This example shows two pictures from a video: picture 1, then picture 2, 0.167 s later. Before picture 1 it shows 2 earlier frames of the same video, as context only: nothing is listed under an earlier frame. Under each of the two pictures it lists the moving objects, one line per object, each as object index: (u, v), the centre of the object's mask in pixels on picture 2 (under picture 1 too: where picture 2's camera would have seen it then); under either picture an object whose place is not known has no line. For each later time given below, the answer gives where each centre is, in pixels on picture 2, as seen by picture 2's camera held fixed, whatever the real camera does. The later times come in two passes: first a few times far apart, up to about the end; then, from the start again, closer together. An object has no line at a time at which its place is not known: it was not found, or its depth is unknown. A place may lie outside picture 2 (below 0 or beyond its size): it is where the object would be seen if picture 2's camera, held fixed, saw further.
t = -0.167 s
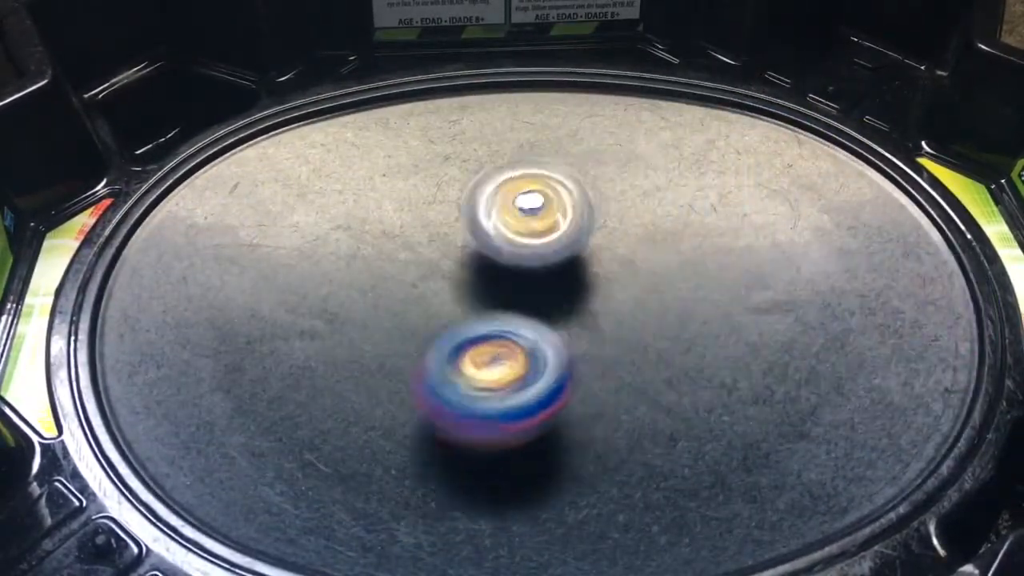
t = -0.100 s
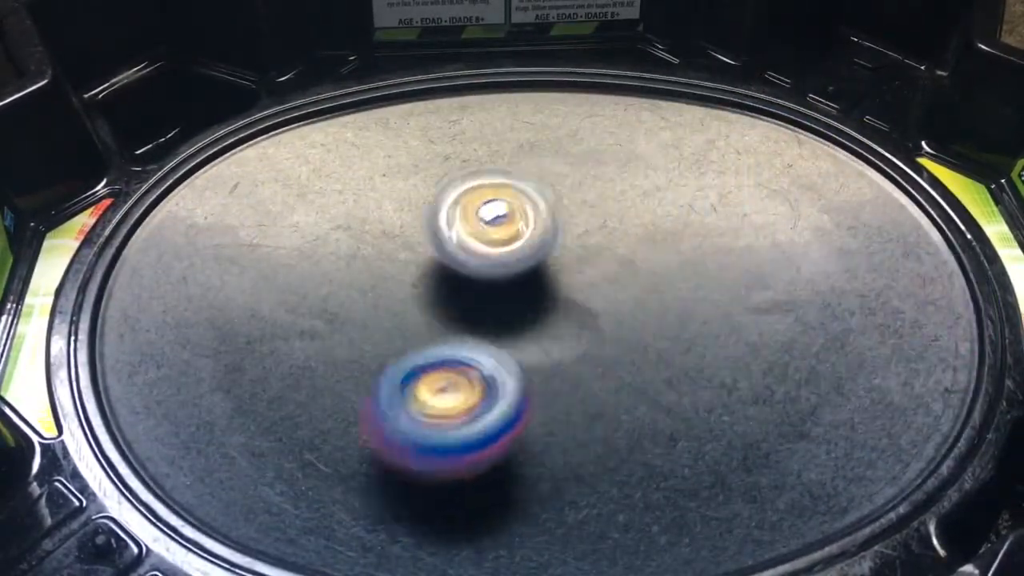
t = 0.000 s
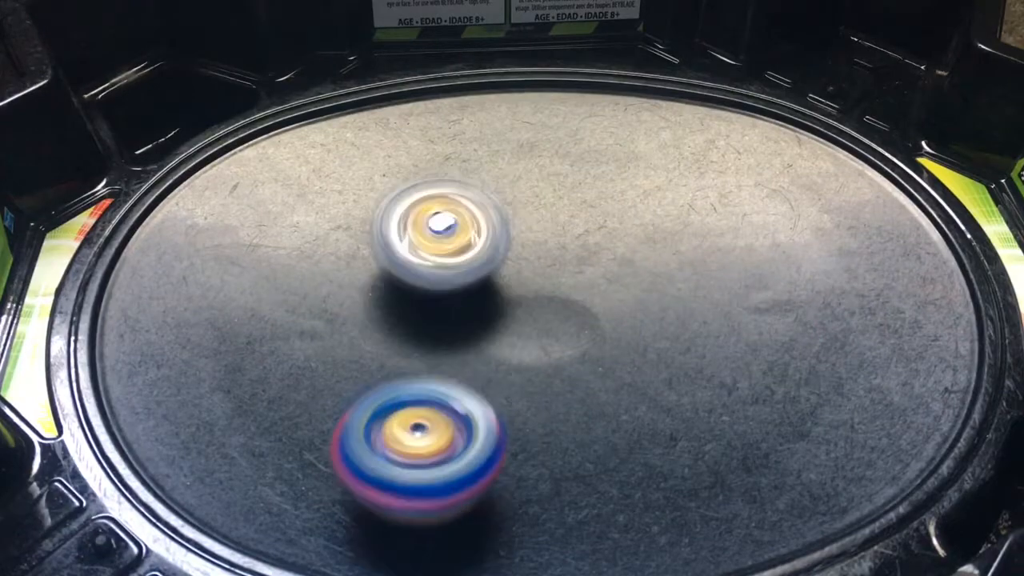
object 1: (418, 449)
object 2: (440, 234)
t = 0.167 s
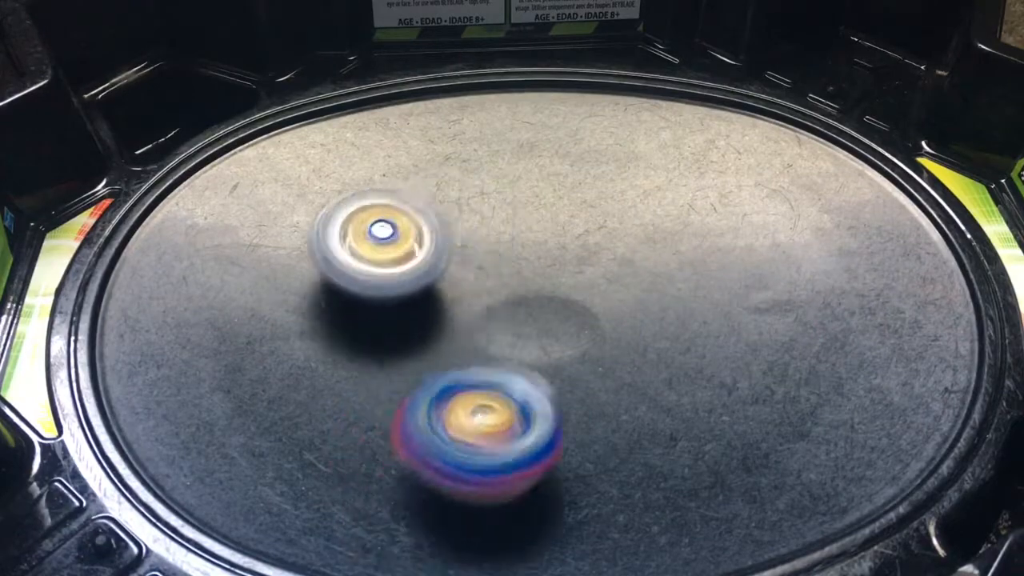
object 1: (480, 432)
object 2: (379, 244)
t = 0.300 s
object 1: (498, 341)
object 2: (376, 251)
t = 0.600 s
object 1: (512, 226)
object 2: (348, 182)
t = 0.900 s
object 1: (706, 256)
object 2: (342, 159)
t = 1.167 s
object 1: (759, 182)
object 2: (433, 288)
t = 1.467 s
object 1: (591, 319)
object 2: (511, 428)
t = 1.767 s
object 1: (659, 308)
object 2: (439, 451)
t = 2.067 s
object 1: (582, 203)
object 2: (444, 325)
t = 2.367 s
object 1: (564, 147)
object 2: (366, 328)
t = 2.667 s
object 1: (627, 177)
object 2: (324, 403)
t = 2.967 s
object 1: (756, 288)
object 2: (466, 360)
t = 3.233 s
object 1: (767, 301)
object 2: (595, 274)
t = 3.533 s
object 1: (655, 331)
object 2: (547, 185)
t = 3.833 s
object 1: (483, 357)
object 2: (435, 213)
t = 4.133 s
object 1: (517, 457)
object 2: (377, 207)
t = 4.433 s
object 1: (618, 327)
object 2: (459, 280)
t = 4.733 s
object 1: (698, 193)
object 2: (536, 351)
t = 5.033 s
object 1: (723, 146)
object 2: (632, 362)
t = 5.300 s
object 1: (652, 203)
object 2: (646, 340)
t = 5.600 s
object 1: (552, 208)
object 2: (536, 363)
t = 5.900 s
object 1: (470, 218)
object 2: (465, 338)
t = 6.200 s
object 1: (511, 218)
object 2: (492, 333)
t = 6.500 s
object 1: (609, 174)
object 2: (566, 366)
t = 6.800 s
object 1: (678, 213)
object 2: (633, 321)
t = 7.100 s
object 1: (732, 199)
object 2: (515, 361)
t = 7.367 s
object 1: (595, 305)
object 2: (445, 316)
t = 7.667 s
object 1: (595, 342)
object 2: (334, 264)
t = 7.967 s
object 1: (569, 310)
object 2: (416, 292)
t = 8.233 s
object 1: (575, 310)
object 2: (440, 297)
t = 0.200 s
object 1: (493, 413)
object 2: (375, 244)
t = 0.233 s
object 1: (500, 390)
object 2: (372, 246)
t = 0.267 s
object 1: (502, 365)
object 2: (373, 249)
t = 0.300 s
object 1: (498, 341)
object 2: (376, 251)
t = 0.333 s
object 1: (500, 321)
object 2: (372, 251)
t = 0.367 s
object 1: (507, 304)
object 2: (367, 245)
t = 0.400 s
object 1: (507, 291)
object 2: (362, 238)
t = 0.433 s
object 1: (505, 276)
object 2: (360, 230)
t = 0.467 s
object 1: (513, 264)
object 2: (351, 220)
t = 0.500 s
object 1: (520, 252)
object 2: (342, 207)
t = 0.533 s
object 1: (521, 241)
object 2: (339, 198)
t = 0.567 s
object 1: (518, 232)
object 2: (341, 188)
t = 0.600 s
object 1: (512, 226)
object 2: (348, 182)
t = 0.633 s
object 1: (504, 222)
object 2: (360, 178)
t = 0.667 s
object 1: (502, 222)
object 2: (366, 179)
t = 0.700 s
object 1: (527, 231)
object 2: (357, 169)
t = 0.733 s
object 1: (553, 241)
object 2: (346, 162)
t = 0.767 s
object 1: (581, 250)
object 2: (340, 157)
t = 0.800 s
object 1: (612, 257)
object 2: (336, 153)
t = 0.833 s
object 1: (644, 261)
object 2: (335, 153)
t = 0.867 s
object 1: (676, 261)
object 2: (336, 154)
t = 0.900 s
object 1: (706, 256)
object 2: (342, 159)
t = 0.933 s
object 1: (734, 250)
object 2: (354, 170)
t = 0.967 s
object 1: (756, 240)
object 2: (364, 182)
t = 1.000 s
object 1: (775, 228)
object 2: (374, 192)
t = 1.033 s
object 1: (787, 215)
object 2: (388, 209)
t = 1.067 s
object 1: (791, 203)
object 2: (397, 227)
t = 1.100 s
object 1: (787, 192)
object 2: (407, 247)
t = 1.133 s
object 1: (777, 185)
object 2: (421, 267)
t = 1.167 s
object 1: (759, 182)
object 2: (433, 288)
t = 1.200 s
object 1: (740, 182)
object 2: (443, 306)
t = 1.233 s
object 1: (716, 186)
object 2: (453, 322)
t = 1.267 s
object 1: (692, 195)
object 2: (461, 339)
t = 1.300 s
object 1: (666, 209)
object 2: (470, 355)
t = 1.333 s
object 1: (644, 227)
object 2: (482, 372)
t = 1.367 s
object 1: (623, 248)
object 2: (490, 387)
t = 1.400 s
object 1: (607, 272)
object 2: (499, 398)
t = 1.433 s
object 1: (596, 295)
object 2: (507, 415)
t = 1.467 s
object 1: (591, 319)
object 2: (511, 428)
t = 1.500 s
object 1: (597, 333)
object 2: (511, 445)
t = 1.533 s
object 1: (607, 337)
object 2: (507, 464)
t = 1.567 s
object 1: (619, 340)
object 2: (497, 477)
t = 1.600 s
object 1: (633, 338)
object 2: (485, 485)
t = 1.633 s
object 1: (644, 335)
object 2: (473, 493)
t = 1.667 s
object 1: (651, 332)
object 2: (461, 490)
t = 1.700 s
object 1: (656, 325)
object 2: (450, 483)
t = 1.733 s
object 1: (659, 318)
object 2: (441, 471)
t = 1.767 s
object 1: (659, 308)
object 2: (439, 451)
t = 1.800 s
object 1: (655, 298)
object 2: (441, 433)
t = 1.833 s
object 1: (646, 288)
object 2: (444, 412)
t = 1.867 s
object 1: (634, 279)
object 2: (457, 391)
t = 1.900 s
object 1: (618, 271)
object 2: (466, 369)
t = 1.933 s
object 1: (598, 266)
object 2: (476, 349)
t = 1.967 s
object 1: (590, 253)
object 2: (481, 343)
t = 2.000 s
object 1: (592, 233)
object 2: (459, 339)
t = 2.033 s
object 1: (589, 216)
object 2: (451, 336)
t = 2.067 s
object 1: (582, 203)
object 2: (444, 325)
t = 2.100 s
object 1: (572, 192)
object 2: (438, 318)
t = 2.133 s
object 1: (560, 185)
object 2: (434, 312)
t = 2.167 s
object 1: (547, 182)
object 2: (431, 301)
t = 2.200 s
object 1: (531, 182)
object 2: (436, 286)
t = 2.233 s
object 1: (518, 184)
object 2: (435, 280)
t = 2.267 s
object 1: (522, 182)
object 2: (422, 284)
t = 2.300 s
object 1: (540, 166)
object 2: (401, 299)
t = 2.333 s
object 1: (552, 156)
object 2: (381, 315)
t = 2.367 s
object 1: (564, 147)
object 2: (366, 328)
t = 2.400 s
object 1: (575, 141)
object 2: (356, 338)
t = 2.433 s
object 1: (584, 136)
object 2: (346, 348)
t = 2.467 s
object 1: (591, 134)
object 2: (337, 356)
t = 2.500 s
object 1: (597, 135)
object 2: (331, 366)
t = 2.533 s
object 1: (603, 139)
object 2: (324, 373)
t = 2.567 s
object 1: (607, 145)
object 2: (323, 384)
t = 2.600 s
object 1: (612, 153)
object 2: (321, 392)
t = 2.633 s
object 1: (620, 164)
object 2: (322, 399)
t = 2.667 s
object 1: (627, 177)
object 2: (324, 403)
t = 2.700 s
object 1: (636, 191)
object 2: (328, 404)
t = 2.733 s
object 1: (649, 206)
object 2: (337, 404)
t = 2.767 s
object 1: (663, 220)
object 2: (348, 401)
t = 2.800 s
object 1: (677, 234)
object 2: (367, 399)
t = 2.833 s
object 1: (692, 246)
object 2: (384, 392)
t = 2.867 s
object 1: (709, 260)
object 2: (406, 385)
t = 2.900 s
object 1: (725, 270)
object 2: (425, 377)
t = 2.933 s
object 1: (741, 280)
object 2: (447, 368)
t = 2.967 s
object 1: (756, 288)
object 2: (466, 360)
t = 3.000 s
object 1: (768, 294)
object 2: (487, 349)
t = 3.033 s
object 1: (781, 300)
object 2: (506, 339)
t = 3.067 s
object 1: (790, 304)
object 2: (524, 328)
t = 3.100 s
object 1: (795, 304)
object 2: (540, 318)
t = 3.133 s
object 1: (794, 304)
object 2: (556, 307)
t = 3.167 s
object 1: (790, 303)
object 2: (571, 300)
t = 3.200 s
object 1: (781, 301)
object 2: (584, 287)
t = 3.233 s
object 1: (767, 301)
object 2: (595, 274)
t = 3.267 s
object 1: (749, 301)
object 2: (606, 262)
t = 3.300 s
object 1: (742, 305)
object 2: (603, 249)
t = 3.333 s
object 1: (738, 311)
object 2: (595, 233)
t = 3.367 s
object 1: (729, 313)
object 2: (586, 221)
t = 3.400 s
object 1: (717, 316)
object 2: (579, 211)
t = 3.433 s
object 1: (705, 320)
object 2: (572, 204)
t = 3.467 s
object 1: (690, 324)
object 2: (564, 196)
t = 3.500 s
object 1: (673, 329)
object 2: (558, 189)
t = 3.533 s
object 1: (655, 331)
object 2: (547, 185)
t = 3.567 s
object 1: (632, 335)
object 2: (538, 181)
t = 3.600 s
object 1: (614, 338)
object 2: (526, 180)
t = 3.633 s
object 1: (593, 342)
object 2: (514, 179)
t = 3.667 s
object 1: (572, 346)
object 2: (502, 180)
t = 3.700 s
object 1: (555, 348)
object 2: (488, 183)
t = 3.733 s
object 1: (536, 351)
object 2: (474, 188)
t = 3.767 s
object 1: (519, 353)
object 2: (460, 195)
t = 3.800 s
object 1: (501, 354)
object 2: (447, 204)
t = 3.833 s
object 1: (483, 357)
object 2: (435, 213)
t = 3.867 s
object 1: (470, 357)
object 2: (424, 223)
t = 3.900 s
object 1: (456, 358)
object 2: (416, 234)
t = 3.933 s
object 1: (447, 365)
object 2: (410, 238)
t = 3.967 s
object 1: (449, 391)
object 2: (395, 229)
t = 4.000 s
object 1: (454, 411)
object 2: (390, 216)
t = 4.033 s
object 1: (464, 429)
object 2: (385, 210)
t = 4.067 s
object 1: (474, 441)
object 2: (379, 208)
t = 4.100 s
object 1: (495, 453)
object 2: (377, 207)
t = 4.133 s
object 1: (517, 457)
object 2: (377, 207)
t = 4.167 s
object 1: (543, 458)
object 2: (379, 207)
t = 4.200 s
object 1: (563, 449)
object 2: (384, 210)
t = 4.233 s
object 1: (583, 436)
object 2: (391, 216)
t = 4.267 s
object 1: (598, 420)
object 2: (401, 224)
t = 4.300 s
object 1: (607, 401)
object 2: (411, 236)
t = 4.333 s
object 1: (613, 383)
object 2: (424, 248)
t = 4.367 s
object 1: (617, 364)
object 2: (436, 258)
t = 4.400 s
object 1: (617, 346)
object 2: (446, 271)
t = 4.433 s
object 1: (618, 327)
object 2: (459, 280)
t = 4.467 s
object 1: (618, 309)
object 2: (468, 290)
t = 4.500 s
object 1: (623, 292)
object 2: (475, 300)
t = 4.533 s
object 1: (636, 275)
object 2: (474, 305)
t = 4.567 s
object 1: (649, 257)
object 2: (479, 314)
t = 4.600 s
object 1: (659, 244)
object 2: (488, 324)
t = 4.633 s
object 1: (668, 231)
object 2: (502, 331)
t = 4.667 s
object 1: (678, 218)
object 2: (513, 339)
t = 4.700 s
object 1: (686, 205)
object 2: (525, 347)
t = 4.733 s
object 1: (698, 193)
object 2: (536, 351)
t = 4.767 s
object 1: (706, 183)
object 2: (551, 356)
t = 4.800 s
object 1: (718, 173)
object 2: (561, 362)
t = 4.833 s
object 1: (724, 163)
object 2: (576, 365)
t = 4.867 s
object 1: (732, 153)
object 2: (589, 368)
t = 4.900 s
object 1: (735, 146)
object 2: (595, 370)
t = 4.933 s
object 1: (735, 141)
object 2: (604, 370)
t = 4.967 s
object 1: (732, 140)
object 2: (614, 367)
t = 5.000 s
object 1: (730, 141)
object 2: (623, 365)
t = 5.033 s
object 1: (723, 146)
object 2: (632, 362)
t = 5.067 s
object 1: (715, 152)
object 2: (636, 358)
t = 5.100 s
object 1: (703, 162)
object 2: (644, 350)
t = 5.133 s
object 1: (692, 174)
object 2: (648, 341)
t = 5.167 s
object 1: (682, 187)
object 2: (652, 335)
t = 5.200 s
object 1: (671, 201)
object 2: (657, 328)
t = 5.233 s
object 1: (664, 209)
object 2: (658, 328)
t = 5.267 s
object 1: (661, 204)
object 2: (653, 336)
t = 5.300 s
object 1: (652, 203)
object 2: (646, 340)
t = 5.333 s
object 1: (641, 205)
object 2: (637, 343)
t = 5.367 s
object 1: (628, 208)
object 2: (627, 347)
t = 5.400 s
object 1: (616, 215)
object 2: (618, 350)
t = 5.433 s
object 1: (602, 222)
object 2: (603, 349)
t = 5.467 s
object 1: (593, 230)
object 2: (588, 346)
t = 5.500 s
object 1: (584, 227)
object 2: (579, 349)
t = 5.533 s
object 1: (575, 222)
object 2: (568, 356)
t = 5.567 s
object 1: (565, 215)
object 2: (551, 362)
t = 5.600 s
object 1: (552, 208)
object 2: (536, 363)
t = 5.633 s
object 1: (537, 204)
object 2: (525, 359)
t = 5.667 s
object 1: (524, 202)
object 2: (514, 355)
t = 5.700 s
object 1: (510, 204)
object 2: (503, 351)
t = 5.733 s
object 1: (494, 209)
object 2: (489, 343)
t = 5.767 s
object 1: (484, 213)
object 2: (481, 335)
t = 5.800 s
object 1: (479, 217)
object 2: (480, 334)
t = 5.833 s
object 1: (474, 218)
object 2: (473, 338)
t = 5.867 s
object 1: (472, 218)
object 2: (469, 339)
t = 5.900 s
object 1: (470, 218)
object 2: (465, 338)
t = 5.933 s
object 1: (471, 221)
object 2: (464, 337)
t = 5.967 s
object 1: (473, 222)
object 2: (463, 341)
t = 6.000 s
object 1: (477, 220)
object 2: (460, 342)
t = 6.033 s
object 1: (479, 218)
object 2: (467, 340)
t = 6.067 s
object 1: (484, 217)
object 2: (473, 340)
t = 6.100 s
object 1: (488, 217)
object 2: (473, 342)
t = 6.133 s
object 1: (495, 216)
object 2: (477, 339)
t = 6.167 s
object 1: (500, 216)
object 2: (489, 334)
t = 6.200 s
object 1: (511, 218)
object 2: (492, 333)
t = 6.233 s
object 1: (521, 219)
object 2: (500, 333)
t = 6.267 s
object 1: (532, 216)
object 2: (512, 329)
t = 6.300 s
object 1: (548, 208)
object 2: (522, 346)
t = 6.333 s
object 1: (557, 198)
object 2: (524, 350)
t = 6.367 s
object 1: (566, 193)
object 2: (533, 354)
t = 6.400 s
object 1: (574, 187)
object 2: (541, 361)
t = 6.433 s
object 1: (585, 181)
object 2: (548, 360)
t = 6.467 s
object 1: (598, 177)
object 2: (559, 364)
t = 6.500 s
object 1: (609, 174)
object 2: (566, 366)
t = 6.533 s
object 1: (620, 172)
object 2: (575, 365)
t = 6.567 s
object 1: (632, 174)
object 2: (589, 363)
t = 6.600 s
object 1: (638, 173)
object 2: (594, 361)
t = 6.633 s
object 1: (647, 178)
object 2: (602, 355)
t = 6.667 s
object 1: (652, 182)
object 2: (615, 349)
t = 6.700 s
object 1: (658, 188)
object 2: (617, 344)
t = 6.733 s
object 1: (666, 199)
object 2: (627, 334)
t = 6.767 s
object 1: (671, 207)
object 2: (633, 327)
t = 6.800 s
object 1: (678, 213)
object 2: (633, 321)
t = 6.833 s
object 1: (695, 209)
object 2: (623, 330)
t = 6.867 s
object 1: (715, 195)
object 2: (604, 351)
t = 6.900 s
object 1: (728, 185)
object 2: (585, 356)
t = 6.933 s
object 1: (736, 182)
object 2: (567, 366)
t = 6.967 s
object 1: (742, 181)
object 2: (552, 368)
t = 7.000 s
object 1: (744, 182)
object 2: (546, 367)
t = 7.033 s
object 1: (743, 186)
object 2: (533, 364)
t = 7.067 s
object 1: (738, 192)
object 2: (524, 364)
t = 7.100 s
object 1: (732, 199)
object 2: (515, 361)
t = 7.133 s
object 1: (725, 207)
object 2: (497, 359)
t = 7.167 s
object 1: (715, 218)
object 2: (485, 358)
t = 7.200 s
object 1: (700, 230)
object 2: (475, 354)
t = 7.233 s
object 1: (685, 244)
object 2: (467, 348)
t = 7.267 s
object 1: (663, 260)
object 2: (457, 341)
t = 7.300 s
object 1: (643, 274)
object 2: (452, 332)
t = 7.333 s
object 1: (618, 289)
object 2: (448, 326)
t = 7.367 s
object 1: (595, 305)
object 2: (445, 316)
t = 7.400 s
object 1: (582, 314)
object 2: (432, 311)
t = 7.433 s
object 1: (571, 323)
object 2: (423, 305)
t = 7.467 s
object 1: (559, 332)
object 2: (415, 298)
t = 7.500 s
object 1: (552, 339)
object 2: (408, 294)
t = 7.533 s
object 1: (563, 343)
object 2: (381, 291)
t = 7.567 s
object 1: (573, 347)
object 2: (363, 281)
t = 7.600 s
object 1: (581, 347)
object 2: (352, 271)
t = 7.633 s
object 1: (590, 346)
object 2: (342, 265)
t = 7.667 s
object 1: (595, 342)
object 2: (334, 264)
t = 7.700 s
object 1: (597, 339)
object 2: (327, 267)
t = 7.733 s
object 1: (597, 334)
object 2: (325, 267)
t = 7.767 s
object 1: (594, 329)
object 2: (334, 272)
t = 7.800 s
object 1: (593, 327)
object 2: (346, 271)
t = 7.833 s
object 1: (590, 323)
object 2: (355, 271)
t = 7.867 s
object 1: (585, 318)
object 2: (370, 273)
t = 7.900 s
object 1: (581, 316)
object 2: (381, 275)
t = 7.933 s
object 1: (576, 313)
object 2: (398, 285)
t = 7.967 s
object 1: (569, 310)
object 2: (416, 292)
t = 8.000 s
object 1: (564, 309)
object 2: (430, 294)
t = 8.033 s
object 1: (567, 308)
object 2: (436, 296)
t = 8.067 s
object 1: (571, 309)
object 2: (438, 297)
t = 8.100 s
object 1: (574, 310)
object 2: (440, 298)
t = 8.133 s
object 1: (575, 310)
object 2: (440, 297)
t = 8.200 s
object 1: (575, 310)
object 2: (440, 297)
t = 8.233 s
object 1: (575, 310)
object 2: (440, 297)
